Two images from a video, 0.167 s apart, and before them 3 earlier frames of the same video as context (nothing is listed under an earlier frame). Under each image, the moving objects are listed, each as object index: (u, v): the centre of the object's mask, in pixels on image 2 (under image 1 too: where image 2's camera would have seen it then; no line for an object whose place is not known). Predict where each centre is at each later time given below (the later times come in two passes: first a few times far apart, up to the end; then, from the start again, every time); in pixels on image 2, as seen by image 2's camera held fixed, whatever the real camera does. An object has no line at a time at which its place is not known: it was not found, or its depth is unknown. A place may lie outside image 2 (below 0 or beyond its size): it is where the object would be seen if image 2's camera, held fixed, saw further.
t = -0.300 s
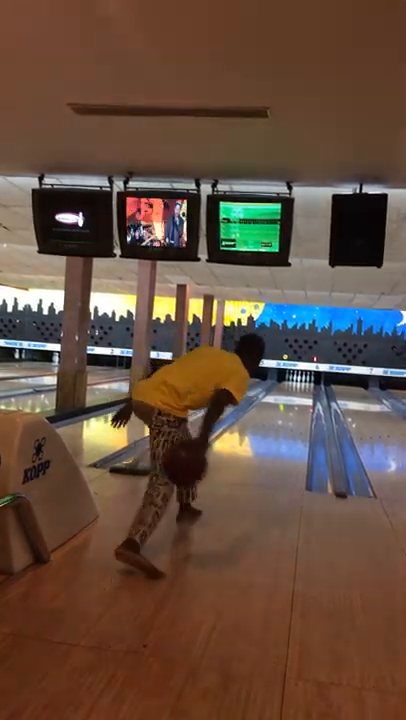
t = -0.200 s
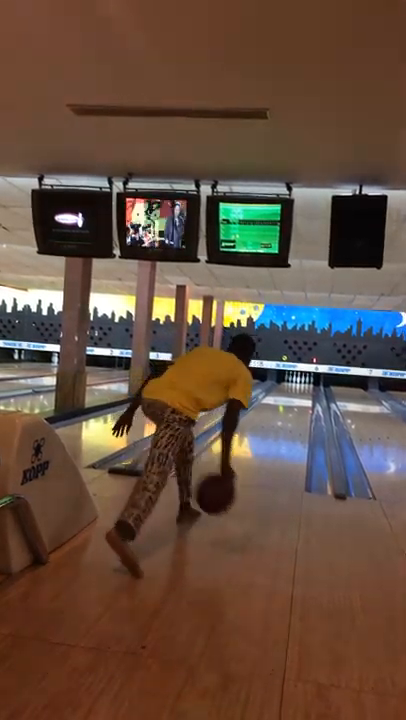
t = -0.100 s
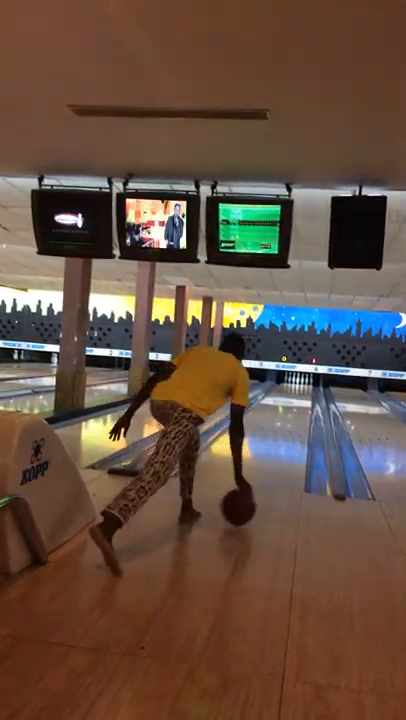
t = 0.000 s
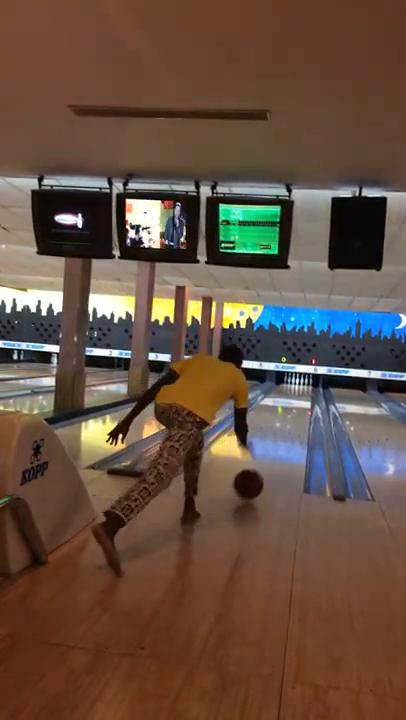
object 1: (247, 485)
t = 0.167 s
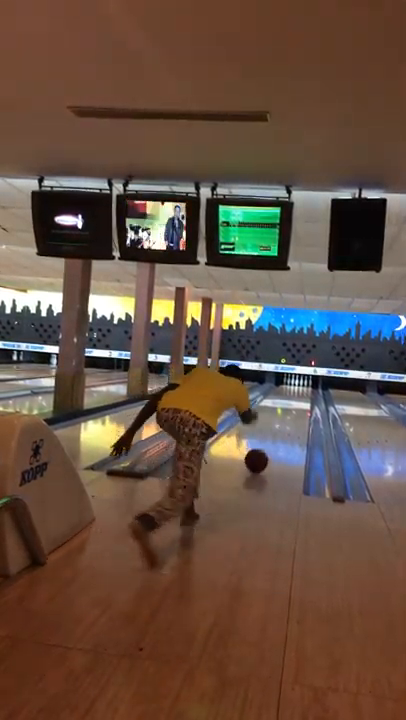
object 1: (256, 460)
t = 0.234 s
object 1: (259, 452)
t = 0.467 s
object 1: (265, 432)
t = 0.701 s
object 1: (269, 418)
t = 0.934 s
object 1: (272, 409)
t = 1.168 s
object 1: (273, 402)
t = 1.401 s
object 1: (274, 397)
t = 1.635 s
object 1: (275, 394)
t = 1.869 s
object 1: (275, 390)
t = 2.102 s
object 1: (276, 387)
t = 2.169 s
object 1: (276, 386)
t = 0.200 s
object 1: (257, 456)
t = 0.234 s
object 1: (259, 452)
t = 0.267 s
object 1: (262, 449)
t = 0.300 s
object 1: (262, 445)
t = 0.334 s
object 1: (262, 442)
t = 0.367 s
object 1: (263, 439)
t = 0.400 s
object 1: (264, 436)
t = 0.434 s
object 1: (264, 434)
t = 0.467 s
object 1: (265, 432)
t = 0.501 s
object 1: (266, 430)
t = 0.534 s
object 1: (266, 427)
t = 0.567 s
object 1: (267, 425)
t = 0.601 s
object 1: (267, 424)
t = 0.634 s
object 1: (268, 422)
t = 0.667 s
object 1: (268, 420)
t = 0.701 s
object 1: (269, 418)
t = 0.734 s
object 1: (269, 417)
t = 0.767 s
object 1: (269, 416)
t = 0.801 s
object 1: (270, 415)
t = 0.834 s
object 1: (270, 413)
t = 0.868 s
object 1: (271, 412)
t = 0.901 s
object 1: (271, 410)
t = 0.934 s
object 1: (272, 409)
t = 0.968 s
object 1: (272, 408)
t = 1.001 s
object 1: (272, 407)
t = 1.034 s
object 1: (272, 406)
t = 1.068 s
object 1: (273, 405)
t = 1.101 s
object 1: (273, 404)
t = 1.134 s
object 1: (273, 403)
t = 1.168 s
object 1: (273, 402)
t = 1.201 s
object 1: (273, 401)
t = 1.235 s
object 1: (273, 401)
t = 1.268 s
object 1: (273, 400)
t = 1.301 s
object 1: (273, 399)
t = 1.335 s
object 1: (274, 399)
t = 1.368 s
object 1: (274, 398)
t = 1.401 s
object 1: (274, 397)
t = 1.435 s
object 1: (274, 397)
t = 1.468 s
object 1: (274, 396)
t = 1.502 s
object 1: (274, 396)
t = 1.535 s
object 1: (274, 395)
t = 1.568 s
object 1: (274, 395)
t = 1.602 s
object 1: (275, 394)
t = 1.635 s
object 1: (275, 394)
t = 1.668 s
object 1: (275, 393)
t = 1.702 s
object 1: (275, 393)
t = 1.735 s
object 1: (275, 392)
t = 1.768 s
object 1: (275, 392)
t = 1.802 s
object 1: (275, 391)
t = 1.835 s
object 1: (275, 390)
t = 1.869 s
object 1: (275, 390)
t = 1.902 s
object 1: (275, 389)
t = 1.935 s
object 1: (276, 389)
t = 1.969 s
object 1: (276, 389)
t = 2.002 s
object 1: (276, 388)
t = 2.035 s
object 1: (276, 388)
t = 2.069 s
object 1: (276, 387)
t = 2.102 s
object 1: (276, 387)
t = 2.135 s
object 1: (277, 386)
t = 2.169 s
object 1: (276, 386)
